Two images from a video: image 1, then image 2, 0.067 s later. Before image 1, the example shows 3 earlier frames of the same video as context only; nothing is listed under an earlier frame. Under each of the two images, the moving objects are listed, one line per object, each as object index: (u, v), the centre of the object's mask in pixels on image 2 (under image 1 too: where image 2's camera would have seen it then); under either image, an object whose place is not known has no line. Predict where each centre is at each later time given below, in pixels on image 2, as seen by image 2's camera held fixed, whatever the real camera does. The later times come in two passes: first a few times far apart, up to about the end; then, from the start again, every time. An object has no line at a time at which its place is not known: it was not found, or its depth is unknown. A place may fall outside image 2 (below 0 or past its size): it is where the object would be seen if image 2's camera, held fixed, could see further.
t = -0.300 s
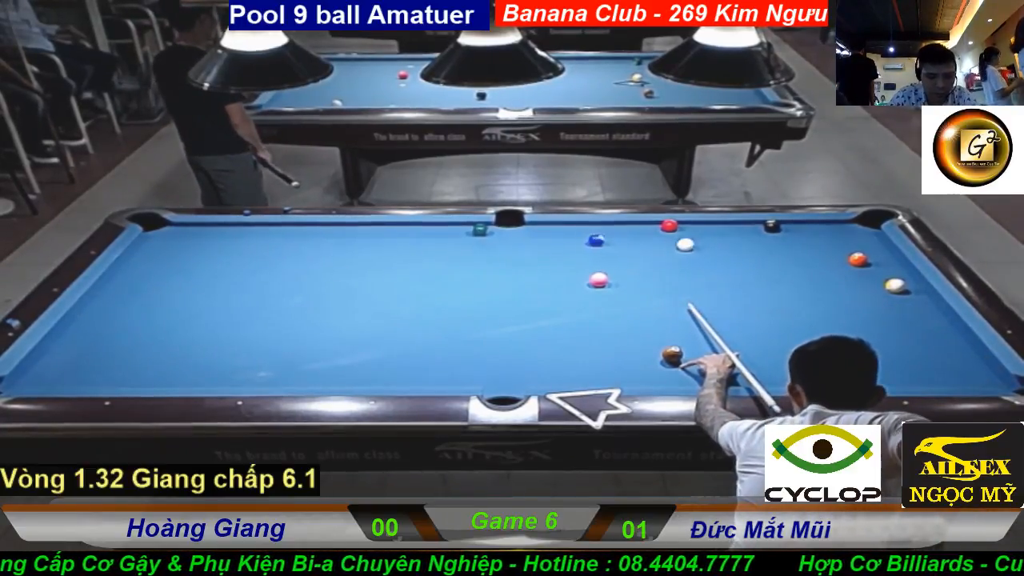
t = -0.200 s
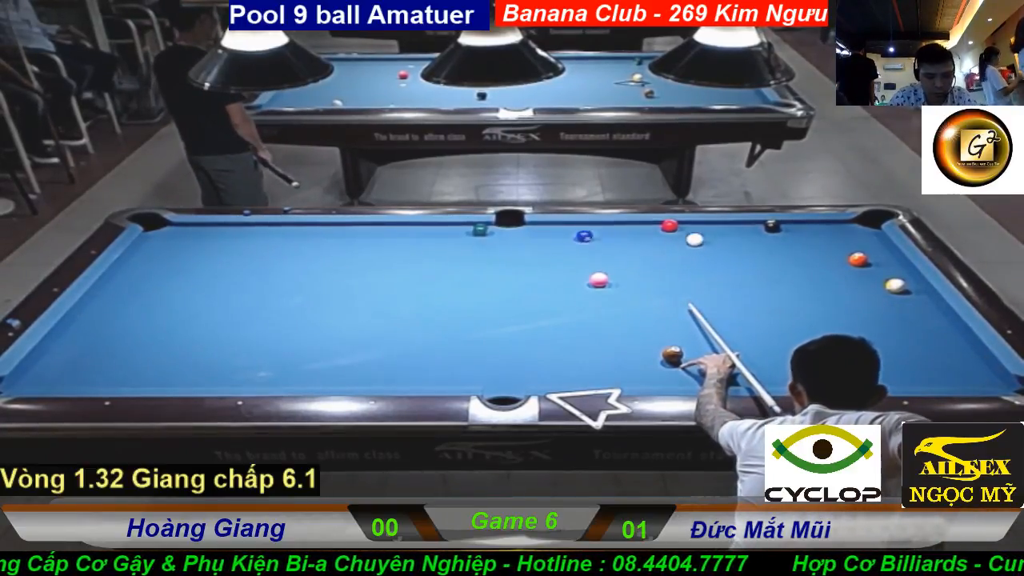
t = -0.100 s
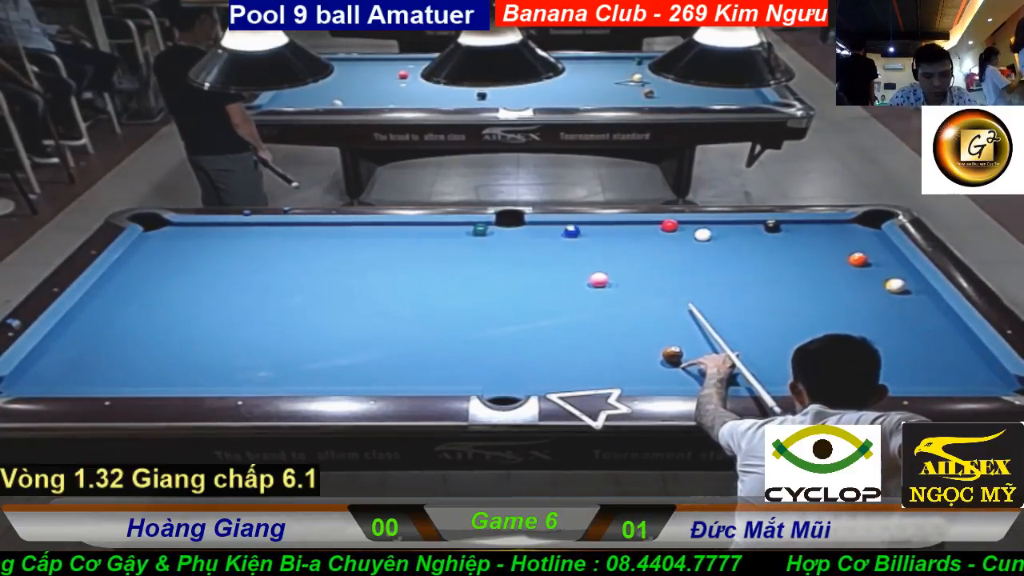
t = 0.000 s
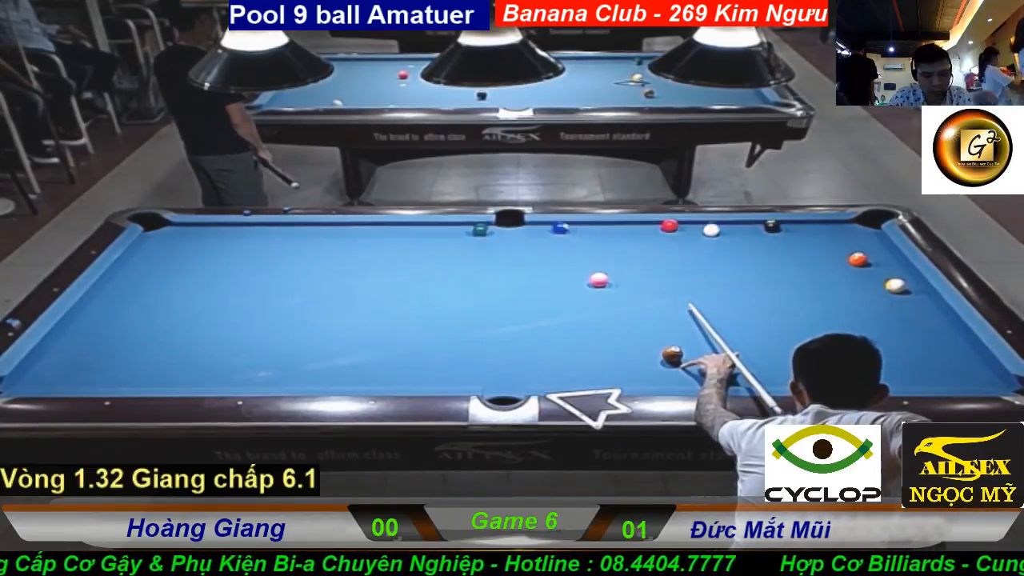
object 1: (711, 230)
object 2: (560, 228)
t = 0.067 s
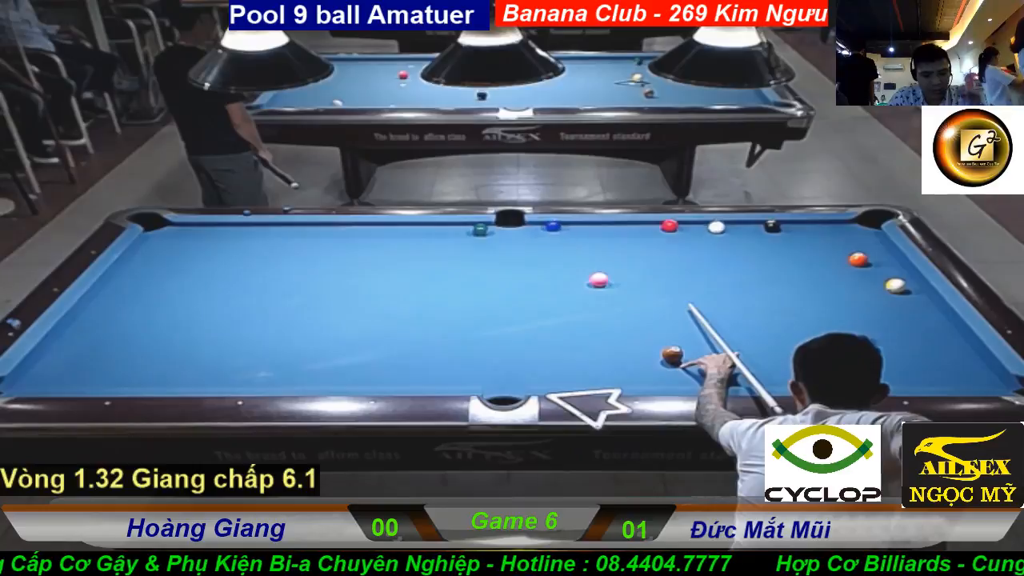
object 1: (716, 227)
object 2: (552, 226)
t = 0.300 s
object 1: (741, 227)
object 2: (536, 230)
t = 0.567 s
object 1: (774, 233)
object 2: (519, 235)
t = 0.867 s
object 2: (501, 240)
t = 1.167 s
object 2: (484, 245)
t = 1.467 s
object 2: (468, 249)
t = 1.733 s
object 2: (456, 252)
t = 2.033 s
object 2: (443, 256)
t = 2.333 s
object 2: (435, 258)
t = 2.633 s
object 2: (426, 260)
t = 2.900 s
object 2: (422, 262)
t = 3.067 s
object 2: (419, 262)
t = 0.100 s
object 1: (719, 226)
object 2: (550, 226)
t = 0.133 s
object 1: (721, 224)
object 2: (548, 227)
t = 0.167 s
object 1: (725, 224)
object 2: (545, 227)
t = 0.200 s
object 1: (729, 225)
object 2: (543, 228)
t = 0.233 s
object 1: (733, 226)
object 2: (540, 228)
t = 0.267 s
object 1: (738, 227)
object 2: (539, 229)
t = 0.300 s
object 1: (741, 227)
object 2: (536, 230)
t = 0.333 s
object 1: (746, 228)
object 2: (534, 230)
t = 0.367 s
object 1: (750, 229)
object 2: (532, 231)
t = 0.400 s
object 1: (754, 229)
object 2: (530, 232)
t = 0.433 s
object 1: (758, 230)
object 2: (528, 233)
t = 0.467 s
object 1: (762, 231)
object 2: (525, 233)
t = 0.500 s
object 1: (766, 232)
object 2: (523, 234)
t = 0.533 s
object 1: (770, 233)
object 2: (521, 234)
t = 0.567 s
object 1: (774, 233)
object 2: (519, 235)
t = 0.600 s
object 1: (779, 234)
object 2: (517, 236)
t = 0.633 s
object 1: (783, 235)
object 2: (515, 236)
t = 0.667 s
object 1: (787, 236)
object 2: (513, 237)
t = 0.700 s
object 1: (790, 236)
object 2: (511, 237)
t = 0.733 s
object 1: (795, 237)
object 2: (509, 238)
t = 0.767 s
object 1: (799, 238)
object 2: (506, 238)
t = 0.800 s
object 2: (505, 239)
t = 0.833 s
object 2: (503, 240)
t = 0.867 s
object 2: (501, 240)
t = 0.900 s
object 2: (499, 241)
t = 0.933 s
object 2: (497, 241)
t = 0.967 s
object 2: (495, 242)
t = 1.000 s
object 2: (493, 242)
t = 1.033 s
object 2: (491, 243)
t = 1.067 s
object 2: (489, 243)
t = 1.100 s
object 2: (487, 244)
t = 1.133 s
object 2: (485, 244)
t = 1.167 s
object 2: (484, 245)
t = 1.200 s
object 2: (482, 245)
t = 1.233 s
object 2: (480, 246)
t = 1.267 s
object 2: (479, 246)
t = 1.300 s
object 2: (477, 247)
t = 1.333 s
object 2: (475, 247)
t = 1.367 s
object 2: (473, 247)
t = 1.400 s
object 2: (472, 248)
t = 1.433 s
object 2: (470, 248)
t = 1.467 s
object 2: (468, 249)
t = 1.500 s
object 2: (467, 249)
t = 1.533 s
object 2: (465, 250)
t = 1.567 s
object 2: (464, 250)
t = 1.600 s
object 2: (462, 251)
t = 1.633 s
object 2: (461, 251)
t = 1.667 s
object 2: (459, 251)
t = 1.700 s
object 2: (458, 252)
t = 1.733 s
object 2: (456, 252)
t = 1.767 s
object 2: (455, 253)
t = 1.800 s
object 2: (454, 253)
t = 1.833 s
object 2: (452, 254)
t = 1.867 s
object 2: (451, 254)
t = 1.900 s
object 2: (449, 254)
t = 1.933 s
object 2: (448, 255)
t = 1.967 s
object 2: (447, 255)
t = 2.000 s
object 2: (446, 255)
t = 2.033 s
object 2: (443, 256)
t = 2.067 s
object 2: (443, 256)
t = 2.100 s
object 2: (442, 256)
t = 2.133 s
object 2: (441, 256)
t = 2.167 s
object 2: (440, 257)
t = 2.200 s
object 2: (439, 257)
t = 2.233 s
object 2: (438, 257)
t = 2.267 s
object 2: (437, 258)
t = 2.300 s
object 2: (436, 258)
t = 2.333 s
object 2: (435, 258)
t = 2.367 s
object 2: (434, 258)
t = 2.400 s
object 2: (433, 259)
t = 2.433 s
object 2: (432, 259)
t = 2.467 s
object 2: (430, 259)
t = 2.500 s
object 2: (430, 259)
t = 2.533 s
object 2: (429, 260)
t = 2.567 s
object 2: (428, 260)
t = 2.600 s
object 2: (427, 260)
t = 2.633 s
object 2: (426, 260)
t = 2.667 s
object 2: (426, 260)
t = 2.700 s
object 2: (425, 261)
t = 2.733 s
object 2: (424, 261)
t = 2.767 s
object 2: (424, 261)
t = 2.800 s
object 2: (423, 261)
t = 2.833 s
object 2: (423, 262)
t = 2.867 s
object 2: (422, 262)
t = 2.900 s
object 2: (422, 262)
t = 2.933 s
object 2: (421, 262)
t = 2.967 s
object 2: (421, 262)
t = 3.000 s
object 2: (420, 262)
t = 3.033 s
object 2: (419, 262)
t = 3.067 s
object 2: (419, 262)
